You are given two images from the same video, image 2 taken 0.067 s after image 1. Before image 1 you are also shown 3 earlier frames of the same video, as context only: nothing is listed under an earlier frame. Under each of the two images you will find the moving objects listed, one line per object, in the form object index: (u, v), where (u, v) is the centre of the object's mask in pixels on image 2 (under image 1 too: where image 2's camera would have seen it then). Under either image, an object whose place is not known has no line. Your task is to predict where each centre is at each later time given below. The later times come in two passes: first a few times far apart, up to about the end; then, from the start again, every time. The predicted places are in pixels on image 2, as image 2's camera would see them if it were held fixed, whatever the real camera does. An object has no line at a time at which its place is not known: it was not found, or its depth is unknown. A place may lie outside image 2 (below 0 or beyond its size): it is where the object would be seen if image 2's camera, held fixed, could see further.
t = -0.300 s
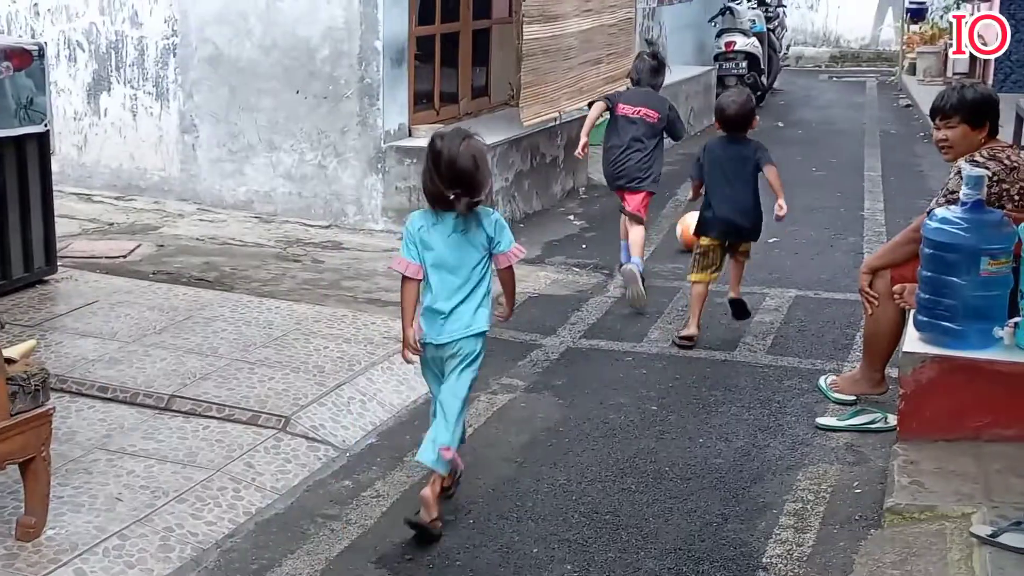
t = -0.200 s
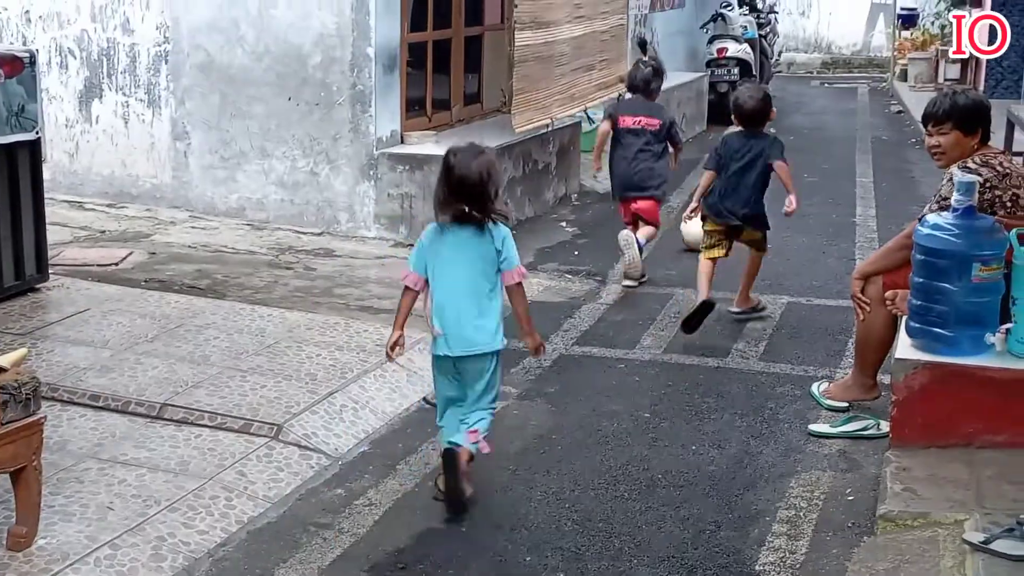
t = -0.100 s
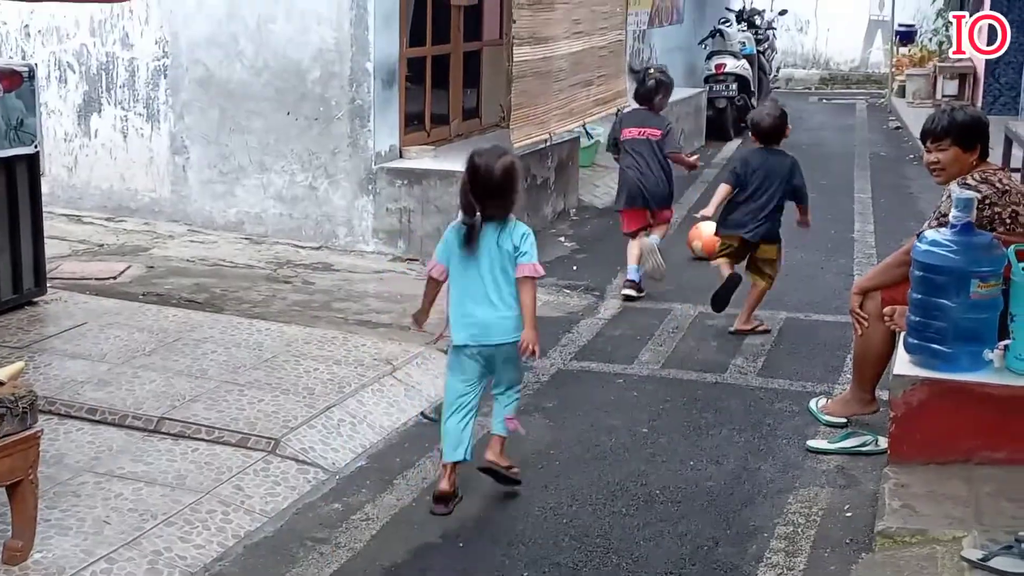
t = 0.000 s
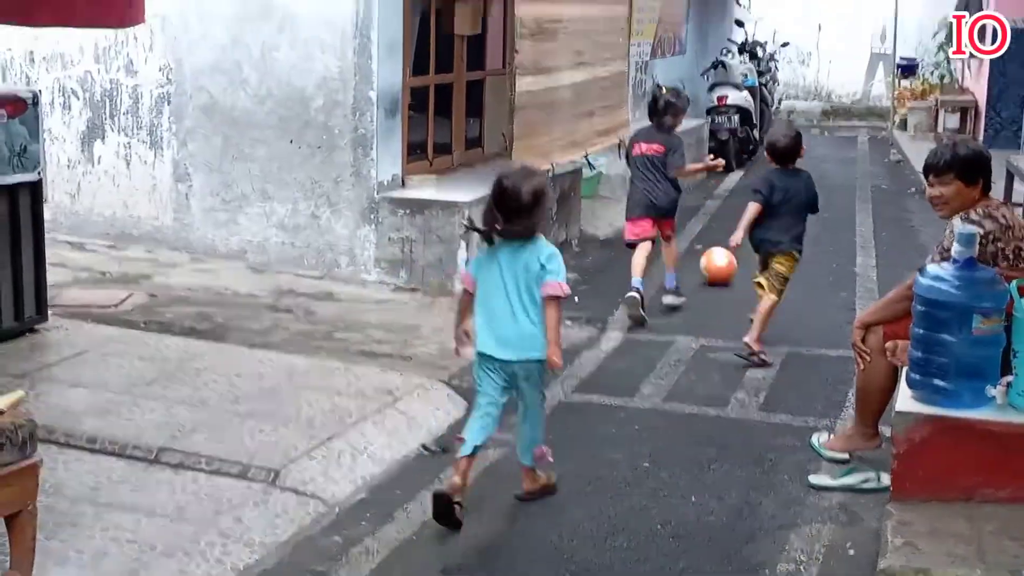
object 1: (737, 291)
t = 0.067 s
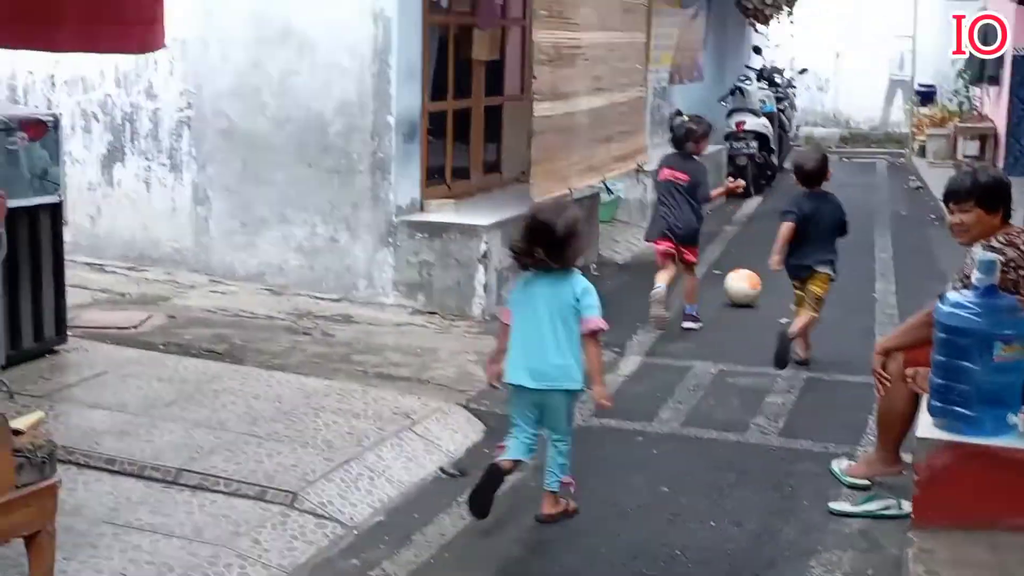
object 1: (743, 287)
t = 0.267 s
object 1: (757, 277)
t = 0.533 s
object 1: (771, 263)
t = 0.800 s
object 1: (783, 252)
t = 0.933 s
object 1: (788, 246)
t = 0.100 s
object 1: (746, 285)
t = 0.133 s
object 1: (748, 283)
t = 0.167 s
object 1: (750, 282)
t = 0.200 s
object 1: (752, 280)
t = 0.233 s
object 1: (755, 278)
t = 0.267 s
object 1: (757, 277)
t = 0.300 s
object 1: (759, 275)
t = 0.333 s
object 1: (761, 273)
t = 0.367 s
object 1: (763, 271)
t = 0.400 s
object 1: (764, 269)
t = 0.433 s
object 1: (766, 267)
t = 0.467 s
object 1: (768, 267)
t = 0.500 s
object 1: (769, 265)
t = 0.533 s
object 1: (771, 263)
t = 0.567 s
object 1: (772, 262)
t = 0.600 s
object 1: (774, 260)
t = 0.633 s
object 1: (775, 258)
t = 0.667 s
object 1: (777, 257)
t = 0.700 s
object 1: (779, 256)
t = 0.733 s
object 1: (780, 254)
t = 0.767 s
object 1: (782, 252)
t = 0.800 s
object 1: (783, 252)
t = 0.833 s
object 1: (784, 250)
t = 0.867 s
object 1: (785, 249)
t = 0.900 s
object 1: (786, 247)
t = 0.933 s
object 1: (788, 246)
